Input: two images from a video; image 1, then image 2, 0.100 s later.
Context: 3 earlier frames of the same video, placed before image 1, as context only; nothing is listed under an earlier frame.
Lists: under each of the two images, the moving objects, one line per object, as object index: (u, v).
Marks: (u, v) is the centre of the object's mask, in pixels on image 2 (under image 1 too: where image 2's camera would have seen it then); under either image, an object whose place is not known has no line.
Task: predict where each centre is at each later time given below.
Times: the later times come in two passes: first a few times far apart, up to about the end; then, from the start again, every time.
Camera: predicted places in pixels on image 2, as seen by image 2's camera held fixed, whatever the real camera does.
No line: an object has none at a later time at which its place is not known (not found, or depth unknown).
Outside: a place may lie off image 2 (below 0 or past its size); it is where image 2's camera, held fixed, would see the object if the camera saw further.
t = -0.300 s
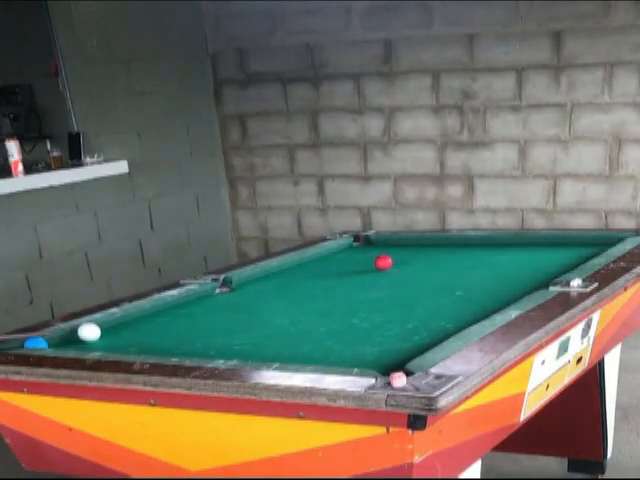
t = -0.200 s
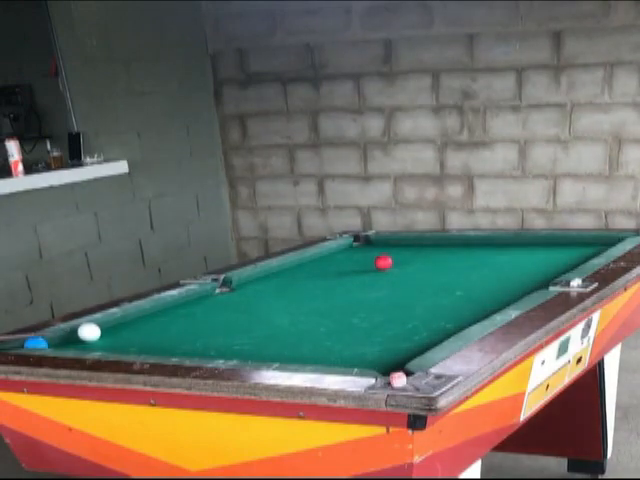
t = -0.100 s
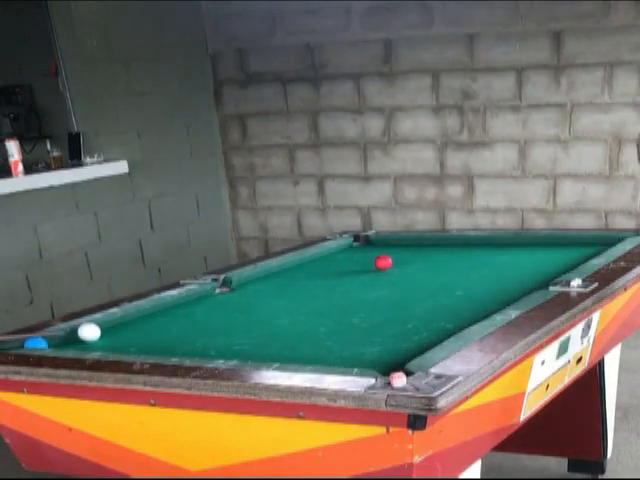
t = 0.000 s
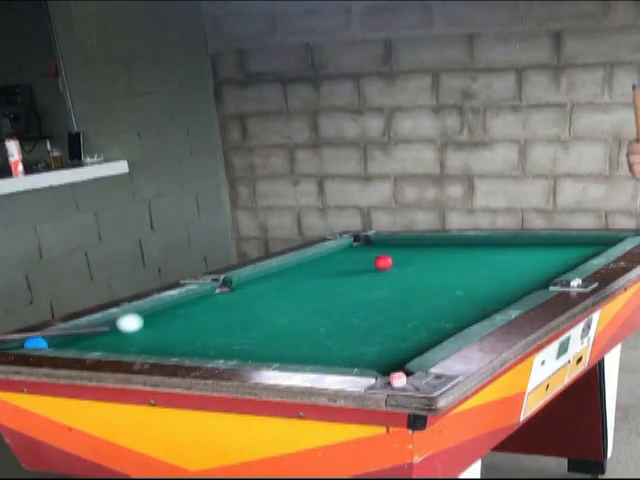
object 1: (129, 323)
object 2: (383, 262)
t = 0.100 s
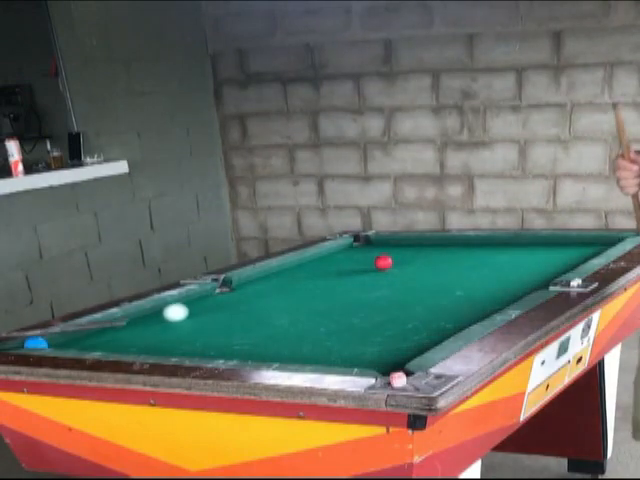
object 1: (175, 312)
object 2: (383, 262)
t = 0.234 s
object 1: (231, 299)
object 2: (383, 262)
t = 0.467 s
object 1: (316, 279)
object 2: (383, 262)
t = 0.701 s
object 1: (380, 265)
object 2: (393, 258)
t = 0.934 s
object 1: (412, 261)
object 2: (421, 249)
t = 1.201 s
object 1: (445, 257)
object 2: (446, 240)
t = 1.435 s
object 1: (472, 254)
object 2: (432, 246)
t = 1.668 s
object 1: (497, 251)
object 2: (417, 253)
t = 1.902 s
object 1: (519, 248)
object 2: (401, 259)
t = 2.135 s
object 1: (539, 246)
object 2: (385, 266)
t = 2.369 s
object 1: (557, 244)
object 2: (368, 273)
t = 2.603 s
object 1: (573, 242)
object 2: (352, 280)
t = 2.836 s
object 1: (587, 240)
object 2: (335, 286)
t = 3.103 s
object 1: (601, 239)
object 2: (317, 293)
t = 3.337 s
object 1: (605, 239)
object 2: (301, 299)
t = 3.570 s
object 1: (608, 240)
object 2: (285, 305)
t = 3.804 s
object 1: (610, 240)
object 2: (270, 311)
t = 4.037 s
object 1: (611, 240)
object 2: (256, 316)
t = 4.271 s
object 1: (611, 240)
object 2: (242, 321)
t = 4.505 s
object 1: (611, 240)
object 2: (229, 325)
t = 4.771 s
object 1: (611, 240)
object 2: (216, 330)
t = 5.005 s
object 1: (611, 240)
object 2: (205, 333)
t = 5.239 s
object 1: (611, 240)
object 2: (196, 336)
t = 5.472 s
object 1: (611, 240)
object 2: (189, 338)
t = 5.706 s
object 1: (611, 240)
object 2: (184, 340)
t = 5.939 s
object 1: (611, 240)
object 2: (180, 341)
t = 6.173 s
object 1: (611, 240)
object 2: (178, 342)
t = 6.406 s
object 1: (611, 239)
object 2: (178, 342)
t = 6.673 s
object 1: (611, 239)
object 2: (178, 342)
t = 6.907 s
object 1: (611, 239)
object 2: (178, 342)
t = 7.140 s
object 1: (611, 240)
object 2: (178, 341)
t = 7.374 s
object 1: (611, 240)
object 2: (178, 342)
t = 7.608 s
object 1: (611, 240)
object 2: (178, 342)
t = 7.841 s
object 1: (611, 239)
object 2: (178, 342)
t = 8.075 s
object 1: (611, 240)
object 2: (178, 342)
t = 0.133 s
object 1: (190, 309)
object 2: (383, 262)
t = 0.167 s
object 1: (204, 306)
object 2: (383, 262)
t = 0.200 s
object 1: (217, 303)
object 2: (383, 262)
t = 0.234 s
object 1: (231, 299)
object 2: (383, 262)
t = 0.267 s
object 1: (244, 296)
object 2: (383, 262)
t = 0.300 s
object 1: (257, 293)
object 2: (383, 262)
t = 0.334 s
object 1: (269, 290)
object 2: (383, 262)
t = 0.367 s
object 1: (281, 287)
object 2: (383, 262)
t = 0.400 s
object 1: (294, 285)
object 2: (383, 262)
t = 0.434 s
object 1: (305, 282)
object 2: (383, 262)
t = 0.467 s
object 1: (316, 279)
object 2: (383, 262)
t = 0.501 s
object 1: (328, 277)
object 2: (383, 262)
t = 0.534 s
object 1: (339, 274)
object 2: (383, 262)
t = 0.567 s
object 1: (349, 271)
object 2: (383, 262)
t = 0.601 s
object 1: (359, 269)
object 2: (383, 262)
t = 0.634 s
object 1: (370, 266)
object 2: (385, 261)
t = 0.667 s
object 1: (376, 265)
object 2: (389, 260)
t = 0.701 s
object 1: (380, 265)
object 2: (393, 258)
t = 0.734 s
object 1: (384, 265)
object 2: (398, 256)
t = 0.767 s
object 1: (389, 264)
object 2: (402, 255)
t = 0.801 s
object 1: (393, 264)
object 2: (405, 254)
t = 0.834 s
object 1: (398, 263)
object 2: (410, 253)
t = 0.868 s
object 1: (403, 262)
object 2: (414, 251)
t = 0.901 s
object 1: (407, 262)
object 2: (417, 250)
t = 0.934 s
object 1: (412, 261)
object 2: (421, 249)
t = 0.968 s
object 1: (416, 261)
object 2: (424, 247)
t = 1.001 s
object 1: (421, 260)
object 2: (428, 246)
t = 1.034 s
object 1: (425, 260)
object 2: (432, 245)
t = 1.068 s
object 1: (429, 259)
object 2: (435, 244)
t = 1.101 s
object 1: (433, 258)
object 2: (439, 242)
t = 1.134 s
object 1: (438, 258)
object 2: (442, 242)
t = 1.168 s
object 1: (441, 257)
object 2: (445, 240)
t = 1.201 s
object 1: (445, 257)
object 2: (446, 240)
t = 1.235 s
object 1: (449, 256)
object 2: (445, 241)
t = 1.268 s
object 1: (453, 256)
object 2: (443, 241)
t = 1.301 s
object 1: (457, 256)
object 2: (441, 242)
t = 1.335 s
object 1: (461, 255)
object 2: (439, 243)
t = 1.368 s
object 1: (465, 255)
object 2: (437, 244)
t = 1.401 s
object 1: (469, 254)
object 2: (434, 245)
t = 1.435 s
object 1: (472, 254)
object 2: (432, 246)
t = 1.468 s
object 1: (476, 254)
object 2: (430, 248)
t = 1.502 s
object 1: (480, 253)
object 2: (428, 248)
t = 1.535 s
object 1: (483, 253)
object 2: (426, 249)
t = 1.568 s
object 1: (487, 252)
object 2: (424, 250)
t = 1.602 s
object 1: (490, 252)
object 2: (421, 251)
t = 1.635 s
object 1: (494, 251)
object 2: (419, 252)
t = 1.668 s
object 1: (497, 251)
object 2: (417, 253)
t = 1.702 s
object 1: (500, 251)
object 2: (415, 254)
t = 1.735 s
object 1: (503, 250)
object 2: (413, 255)
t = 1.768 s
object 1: (507, 250)
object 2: (410, 255)
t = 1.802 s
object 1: (510, 249)
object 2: (408, 256)
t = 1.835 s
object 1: (513, 249)
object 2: (406, 257)
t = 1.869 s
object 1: (516, 249)
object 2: (403, 258)
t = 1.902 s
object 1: (519, 248)
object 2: (401, 259)
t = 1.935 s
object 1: (522, 248)
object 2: (399, 260)
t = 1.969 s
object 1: (525, 248)
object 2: (397, 261)
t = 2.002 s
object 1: (528, 247)
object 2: (394, 262)
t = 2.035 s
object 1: (531, 247)
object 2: (392, 263)
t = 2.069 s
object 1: (534, 247)
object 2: (389, 264)
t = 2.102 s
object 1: (536, 246)
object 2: (387, 265)
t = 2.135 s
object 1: (539, 246)
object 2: (385, 266)
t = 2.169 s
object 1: (542, 246)
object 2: (382, 267)
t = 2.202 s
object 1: (545, 245)
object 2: (380, 268)
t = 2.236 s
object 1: (547, 245)
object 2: (378, 269)
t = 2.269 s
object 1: (550, 245)
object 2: (375, 270)
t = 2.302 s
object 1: (552, 244)
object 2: (373, 271)
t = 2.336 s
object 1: (555, 244)
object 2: (371, 272)
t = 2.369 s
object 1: (557, 244)
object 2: (368, 273)
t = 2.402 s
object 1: (560, 244)
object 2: (366, 274)
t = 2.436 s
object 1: (562, 243)
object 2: (364, 274)
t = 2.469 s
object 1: (564, 243)
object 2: (361, 276)
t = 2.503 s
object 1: (567, 243)
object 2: (359, 276)
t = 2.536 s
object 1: (569, 242)
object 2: (356, 278)
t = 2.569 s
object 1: (571, 242)
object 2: (354, 279)
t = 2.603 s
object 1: (573, 242)
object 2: (352, 280)
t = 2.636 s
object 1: (576, 242)
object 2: (349, 280)
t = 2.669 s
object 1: (577, 241)
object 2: (347, 281)
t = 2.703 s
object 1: (579, 241)
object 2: (344, 282)
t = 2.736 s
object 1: (582, 241)
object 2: (342, 283)
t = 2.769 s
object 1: (584, 241)
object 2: (340, 284)
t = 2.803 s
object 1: (586, 241)
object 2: (337, 285)
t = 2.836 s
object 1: (587, 240)
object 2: (335, 286)
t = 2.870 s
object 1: (589, 240)
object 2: (333, 287)
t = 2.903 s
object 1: (591, 240)
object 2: (331, 288)
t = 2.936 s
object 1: (593, 240)
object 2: (328, 289)
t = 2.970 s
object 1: (595, 240)
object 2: (326, 290)
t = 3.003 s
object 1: (596, 240)
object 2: (324, 290)
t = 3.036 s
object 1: (598, 239)
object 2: (322, 291)
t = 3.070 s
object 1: (600, 239)
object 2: (319, 292)
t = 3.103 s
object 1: (601, 239)
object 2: (317, 293)
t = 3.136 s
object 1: (602, 239)
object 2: (315, 294)
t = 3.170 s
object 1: (602, 239)
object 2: (313, 295)
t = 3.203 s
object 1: (603, 239)
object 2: (310, 296)
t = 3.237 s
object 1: (603, 239)
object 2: (308, 297)
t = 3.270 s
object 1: (604, 239)
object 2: (306, 297)
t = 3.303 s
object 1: (605, 239)
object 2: (303, 298)
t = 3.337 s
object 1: (605, 239)
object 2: (301, 299)
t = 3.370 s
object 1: (606, 240)
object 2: (299, 300)
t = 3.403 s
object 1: (606, 240)
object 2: (297, 301)
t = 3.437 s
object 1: (607, 240)
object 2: (294, 302)
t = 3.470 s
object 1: (607, 240)
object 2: (292, 302)
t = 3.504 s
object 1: (608, 240)
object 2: (290, 303)
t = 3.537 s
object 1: (608, 240)
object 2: (287, 304)
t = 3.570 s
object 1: (608, 240)
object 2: (285, 305)
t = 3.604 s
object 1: (609, 240)
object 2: (283, 306)
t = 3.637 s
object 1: (609, 240)
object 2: (281, 306)
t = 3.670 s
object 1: (609, 240)
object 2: (279, 308)
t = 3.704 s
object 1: (610, 240)
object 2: (277, 308)
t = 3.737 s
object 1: (610, 240)
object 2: (274, 309)
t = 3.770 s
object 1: (610, 240)
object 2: (272, 310)
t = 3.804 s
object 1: (610, 240)
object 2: (270, 311)
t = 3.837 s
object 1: (610, 240)
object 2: (268, 311)
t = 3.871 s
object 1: (611, 240)
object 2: (266, 312)
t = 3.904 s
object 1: (611, 240)
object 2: (264, 313)
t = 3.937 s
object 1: (611, 240)
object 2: (262, 314)
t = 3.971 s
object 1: (611, 240)
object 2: (260, 314)
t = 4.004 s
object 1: (611, 240)
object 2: (258, 315)
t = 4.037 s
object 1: (611, 240)
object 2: (256, 316)
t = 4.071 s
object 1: (611, 240)
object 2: (254, 317)
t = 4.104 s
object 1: (611, 240)
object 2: (251, 317)
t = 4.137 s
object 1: (611, 240)
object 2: (250, 318)
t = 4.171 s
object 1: (611, 240)
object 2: (248, 319)
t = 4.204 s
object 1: (611, 240)
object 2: (246, 320)
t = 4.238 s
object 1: (611, 240)
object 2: (244, 320)
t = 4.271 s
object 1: (611, 240)
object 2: (242, 321)
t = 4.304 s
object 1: (611, 240)
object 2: (240, 322)
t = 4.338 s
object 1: (611, 240)
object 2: (238, 322)
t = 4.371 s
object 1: (611, 240)
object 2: (236, 323)
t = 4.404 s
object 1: (611, 240)
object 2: (235, 323)
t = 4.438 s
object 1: (611, 240)
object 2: (233, 324)
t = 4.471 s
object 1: (611, 240)
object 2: (231, 324)
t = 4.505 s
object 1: (611, 240)
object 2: (229, 325)
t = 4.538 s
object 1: (611, 240)
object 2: (227, 326)
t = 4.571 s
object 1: (611, 240)
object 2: (225, 326)
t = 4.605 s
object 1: (611, 240)
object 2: (224, 327)
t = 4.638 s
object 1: (611, 240)
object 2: (222, 328)
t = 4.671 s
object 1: (611, 240)
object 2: (220, 328)
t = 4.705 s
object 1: (611, 240)
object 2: (219, 329)
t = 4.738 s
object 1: (611, 240)
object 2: (217, 329)
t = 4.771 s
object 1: (611, 240)
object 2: (216, 330)
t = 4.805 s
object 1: (611, 240)
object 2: (214, 330)
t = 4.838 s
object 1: (611, 240)
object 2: (212, 331)
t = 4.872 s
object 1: (611, 240)
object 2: (211, 331)
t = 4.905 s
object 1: (611, 240)
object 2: (209, 332)
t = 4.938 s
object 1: (611, 240)
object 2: (208, 332)
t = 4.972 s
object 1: (611, 240)
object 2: (207, 333)
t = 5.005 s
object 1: (611, 240)
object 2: (205, 333)
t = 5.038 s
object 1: (611, 240)
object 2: (204, 334)
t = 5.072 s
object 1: (611, 240)
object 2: (202, 334)
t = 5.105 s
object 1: (611, 240)
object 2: (201, 334)
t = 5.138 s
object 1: (611, 240)
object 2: (200, 335)
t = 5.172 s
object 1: (611, 240)
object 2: (199, 335)
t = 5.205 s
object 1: (611, 240)
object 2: (197, 336)
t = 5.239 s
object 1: (611, 240)
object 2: (196, 336)
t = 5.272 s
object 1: (611, 240)
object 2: (195, 337)
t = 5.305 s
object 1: (611, 240)
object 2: (194, 337)
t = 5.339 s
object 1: (611, 240)
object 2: (193, 337)
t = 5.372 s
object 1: (611, 240)
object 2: (192, 338)
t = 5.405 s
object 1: (611, 240)
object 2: (191, 338)
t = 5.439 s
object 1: (611, 240)
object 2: (190, 338)
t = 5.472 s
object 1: (611, 240)
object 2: (189, 338)
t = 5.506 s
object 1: (611, 240)
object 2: (188, 339)
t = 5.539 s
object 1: (611, 240)
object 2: (187, 339)
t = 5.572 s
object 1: (611, 240)
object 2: (186, 339)
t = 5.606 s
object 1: (611, 240)
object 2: (185, 339)
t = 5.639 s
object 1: (611, 240)
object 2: (185, 339)
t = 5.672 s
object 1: (611, 240)
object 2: (185, 340)
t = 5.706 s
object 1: (611, 240)
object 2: (184, 340)
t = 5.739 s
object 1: (611, 240)
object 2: (183, 340)
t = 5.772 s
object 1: (611, 240)
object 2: (182, 340)
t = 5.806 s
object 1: (611, 240)
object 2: (182, 341)
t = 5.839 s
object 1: (611, 240)
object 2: (182, 341)
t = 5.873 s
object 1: (611, 240)
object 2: (181, 341)
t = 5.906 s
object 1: (611, 240)
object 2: (180, 341)
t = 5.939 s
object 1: (611, 240)
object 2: (180, 341)
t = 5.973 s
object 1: (611, 240)
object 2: (180, 341)
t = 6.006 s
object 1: (611, 239)
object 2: (179, 341)
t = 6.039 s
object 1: (611, 240)
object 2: (179, 341)
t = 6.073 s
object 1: (611, 240)
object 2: (179, 341)
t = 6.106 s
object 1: (611, 239)
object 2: (178, 341)
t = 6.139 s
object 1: (611, 239)
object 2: (178, 341)
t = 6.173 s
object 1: (611, 240)
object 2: (178, 342)
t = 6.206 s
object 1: (611, 240)
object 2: (178, 342)
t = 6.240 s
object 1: (611, 239)
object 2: (178, 342)
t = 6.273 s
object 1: (611, 240)
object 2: (179, 341)
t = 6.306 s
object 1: (611, 239)
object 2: (178, 341)
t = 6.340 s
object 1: (611, 240)
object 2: (178, 341)
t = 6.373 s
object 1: (611, 240)
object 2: (178, 342)
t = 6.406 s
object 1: (611, 239)
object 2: (178, 342)
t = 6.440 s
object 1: (611, 240)
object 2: (178, 341)
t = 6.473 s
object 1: (611, 240)
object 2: (178, 342)
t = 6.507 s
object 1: (611, 240)
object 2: (178, 342)
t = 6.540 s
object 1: (611, 240)
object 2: (179, 341)
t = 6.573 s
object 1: (611, 239)
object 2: (178, 342)
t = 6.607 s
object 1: (611, 239)
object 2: (178, 342)
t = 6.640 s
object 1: (611, 239)
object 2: (178, 342)
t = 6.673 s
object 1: (611, 239)
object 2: (178, 342)
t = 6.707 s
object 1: (611, 239)
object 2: (178, 342)
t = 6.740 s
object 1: (611, 239)
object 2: (178, 342)
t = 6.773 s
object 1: (611, 239)
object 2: (178, 341)
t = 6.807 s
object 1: (611, 239)
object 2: (178, 341)
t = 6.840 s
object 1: (611, 239)
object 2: (178, 341)
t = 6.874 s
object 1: (611, 239)
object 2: (178, 342)
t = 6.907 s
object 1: (611, 239)
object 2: (178, 342)
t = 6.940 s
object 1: (611, 239)
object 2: (178, 342)
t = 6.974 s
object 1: (611, 239)
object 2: (179, 341)
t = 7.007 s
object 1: (611, 239)
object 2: (178, 341)
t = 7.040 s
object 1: (611, 240)
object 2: (179, 341)
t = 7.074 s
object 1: (611, 240)
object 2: (178, 342)
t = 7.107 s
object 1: (611, 240)
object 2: (178, 341)
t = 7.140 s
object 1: (611, 240)
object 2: (178, 341)
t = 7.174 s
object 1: (611, 240)
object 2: (178, 341)
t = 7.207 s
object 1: (611, 240)
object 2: (178, 342)
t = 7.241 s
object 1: (611, 240)
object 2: (178, 342)
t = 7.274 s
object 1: (611, 240)
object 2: (178, 342)
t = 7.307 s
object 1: (611, 240)
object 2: (178, 342)
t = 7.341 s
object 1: (611, 240)
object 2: (178, 342)
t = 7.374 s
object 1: (611, 240)
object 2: (178, 342)
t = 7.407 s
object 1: (611, 240)
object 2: (178, 342)
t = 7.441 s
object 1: (611, 240)
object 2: (178, 342)
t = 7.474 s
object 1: (611, 240)
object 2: (178, 342)
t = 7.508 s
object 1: (611, 239)
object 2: (178, 342)
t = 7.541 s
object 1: (611, 240)
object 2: (178, 342)
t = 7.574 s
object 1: (611, 240)
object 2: (178, 342)
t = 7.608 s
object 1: (611, 240)
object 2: (178, 342)
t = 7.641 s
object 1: (611, 239)
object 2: (178, 342)
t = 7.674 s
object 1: (611, 239)
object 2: (179, 341)
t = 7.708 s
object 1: (611, 239)
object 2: (179, 341)
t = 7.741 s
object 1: (611, 239)
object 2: (179, 341)
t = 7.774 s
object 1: (611, 239)
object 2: (179, 341)
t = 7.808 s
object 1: (611, 239)
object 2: (178, 341)
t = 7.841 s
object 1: (611, 239)
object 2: (178, 342)
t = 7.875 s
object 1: (611, 239)
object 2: (179, 341)
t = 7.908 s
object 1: (611, 239)
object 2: (179, 341)
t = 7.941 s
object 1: (611, 239)
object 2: (178, 341)
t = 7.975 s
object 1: (611, 239)
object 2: (179, 341)
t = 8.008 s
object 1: (611, 239)
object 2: (178, 342)
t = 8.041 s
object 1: (611, 239)
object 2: (178, 342)
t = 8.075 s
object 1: (611, 240)
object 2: (178, 342)
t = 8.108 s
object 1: (611, 240)
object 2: (178, 342)
